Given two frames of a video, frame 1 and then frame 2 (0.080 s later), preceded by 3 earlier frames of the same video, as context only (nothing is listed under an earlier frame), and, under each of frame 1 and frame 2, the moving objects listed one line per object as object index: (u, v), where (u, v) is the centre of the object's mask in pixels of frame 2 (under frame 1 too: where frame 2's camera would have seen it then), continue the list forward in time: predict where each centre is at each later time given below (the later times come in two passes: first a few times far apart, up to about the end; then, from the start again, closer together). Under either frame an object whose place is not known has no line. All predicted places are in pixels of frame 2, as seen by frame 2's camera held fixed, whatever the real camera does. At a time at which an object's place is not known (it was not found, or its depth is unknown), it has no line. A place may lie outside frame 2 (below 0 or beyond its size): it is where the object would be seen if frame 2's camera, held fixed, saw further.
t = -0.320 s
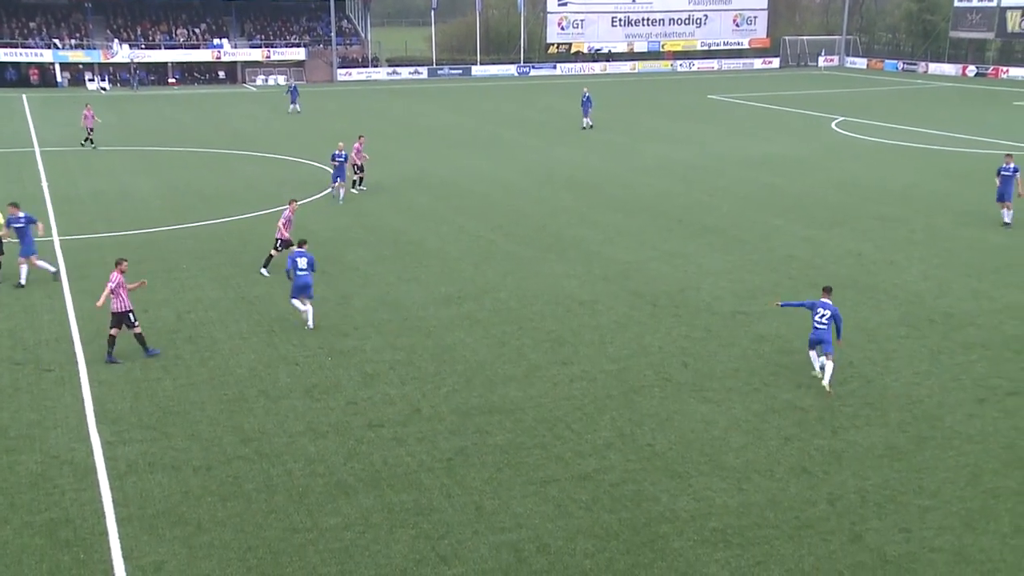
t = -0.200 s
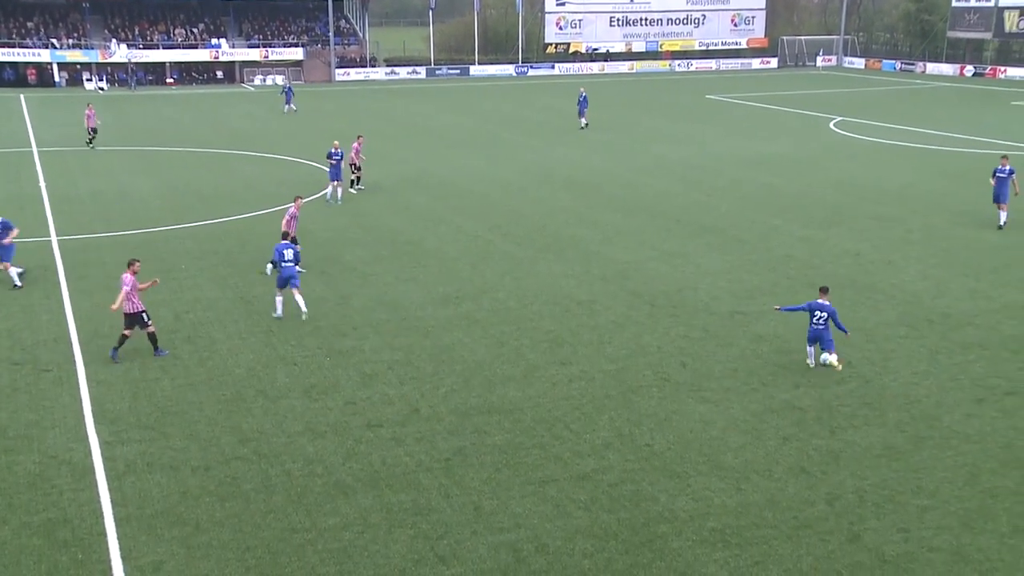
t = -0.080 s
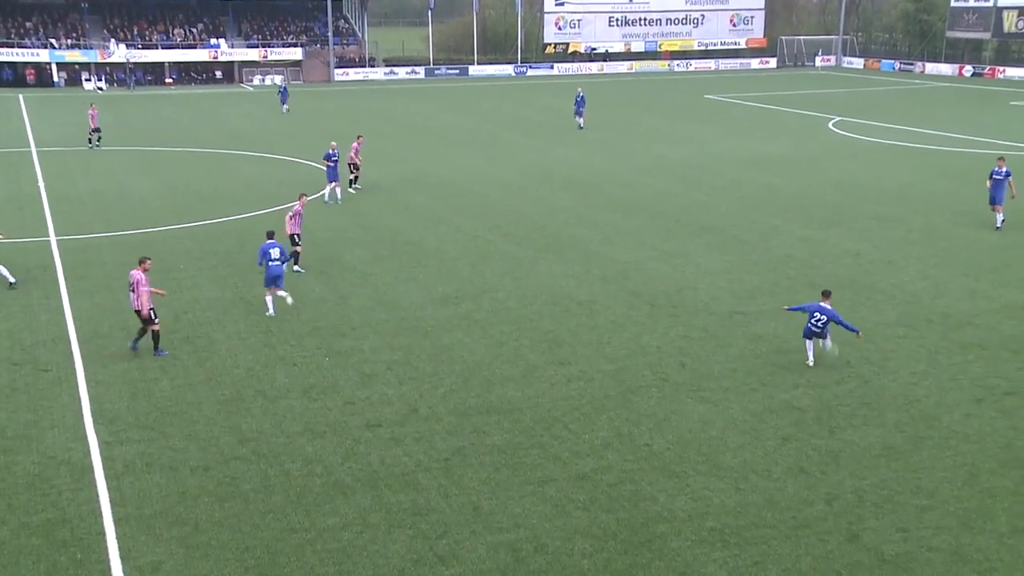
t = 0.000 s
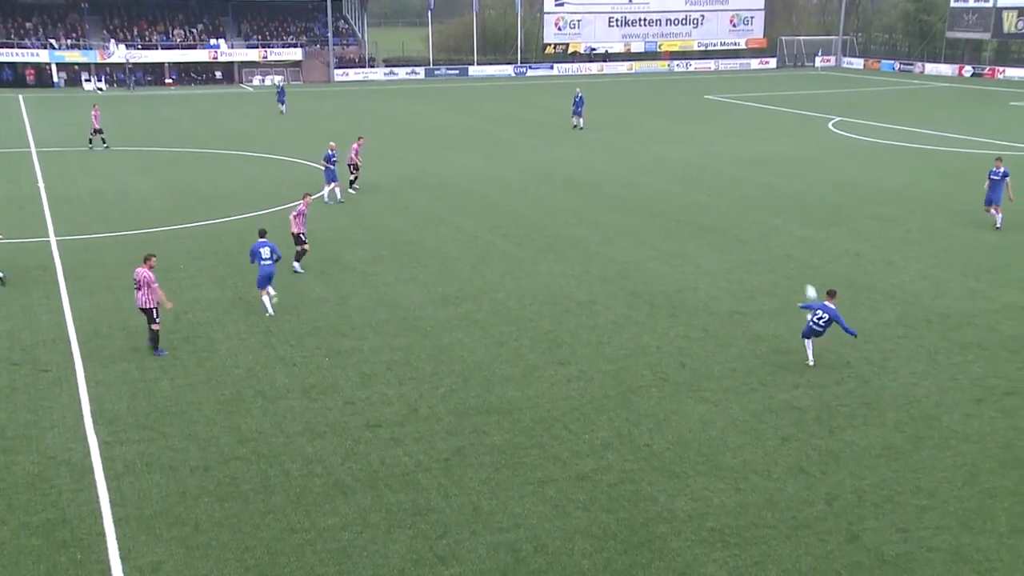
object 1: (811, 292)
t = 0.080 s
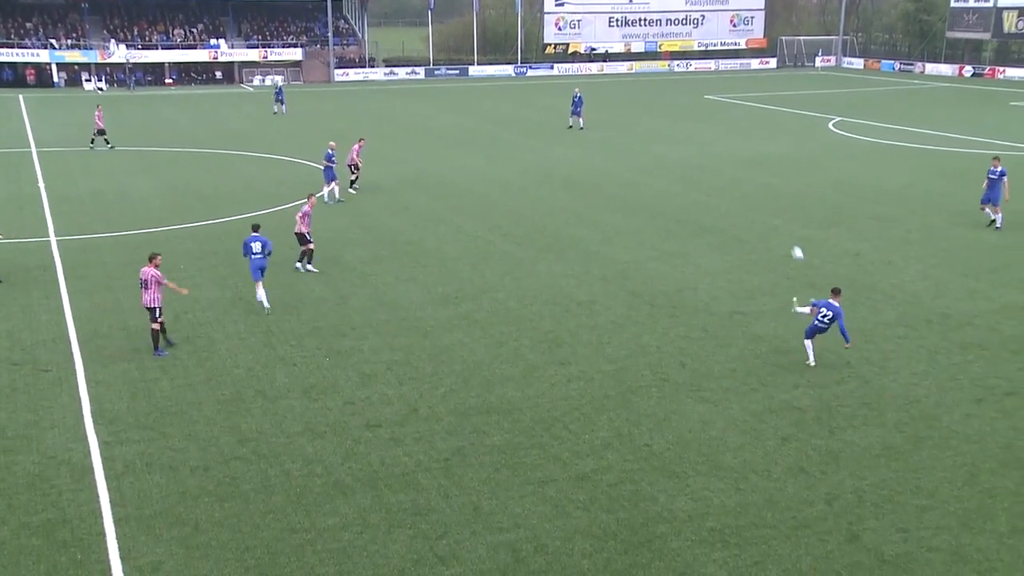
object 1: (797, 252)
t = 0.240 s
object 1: (771, 198)
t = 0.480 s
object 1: (733, 155)
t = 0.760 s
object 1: (690, 142)
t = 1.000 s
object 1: (655, 153)
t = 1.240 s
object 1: (626, 145)
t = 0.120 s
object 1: (791, 237)
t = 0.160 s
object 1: (784, 222)
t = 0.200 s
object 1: (778, 209)
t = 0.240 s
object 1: (771, 198)
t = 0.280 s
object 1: (765, 188)
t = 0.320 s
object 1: (758, 179)
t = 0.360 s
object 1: (752, 172)
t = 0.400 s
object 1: (746, 165)
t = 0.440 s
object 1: (739, 160)
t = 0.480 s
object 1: (733, 155)
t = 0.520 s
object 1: (726, 151)
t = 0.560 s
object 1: (720, 148)
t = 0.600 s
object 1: (714, 146)
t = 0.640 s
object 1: (708, 144)
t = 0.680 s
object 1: (702, 143)
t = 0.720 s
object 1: (696, 142)
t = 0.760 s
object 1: (690, 142)
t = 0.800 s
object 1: (684, 143)
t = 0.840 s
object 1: (678, 144)
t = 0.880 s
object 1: (672, 146)
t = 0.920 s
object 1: (667, 147)
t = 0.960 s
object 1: (660, 150)
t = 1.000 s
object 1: (655, 153)
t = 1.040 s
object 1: (649, 156)
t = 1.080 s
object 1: (644, 160)
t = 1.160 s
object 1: (634, 156)
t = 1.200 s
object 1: (630, 150)
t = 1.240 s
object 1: (626, 145)
